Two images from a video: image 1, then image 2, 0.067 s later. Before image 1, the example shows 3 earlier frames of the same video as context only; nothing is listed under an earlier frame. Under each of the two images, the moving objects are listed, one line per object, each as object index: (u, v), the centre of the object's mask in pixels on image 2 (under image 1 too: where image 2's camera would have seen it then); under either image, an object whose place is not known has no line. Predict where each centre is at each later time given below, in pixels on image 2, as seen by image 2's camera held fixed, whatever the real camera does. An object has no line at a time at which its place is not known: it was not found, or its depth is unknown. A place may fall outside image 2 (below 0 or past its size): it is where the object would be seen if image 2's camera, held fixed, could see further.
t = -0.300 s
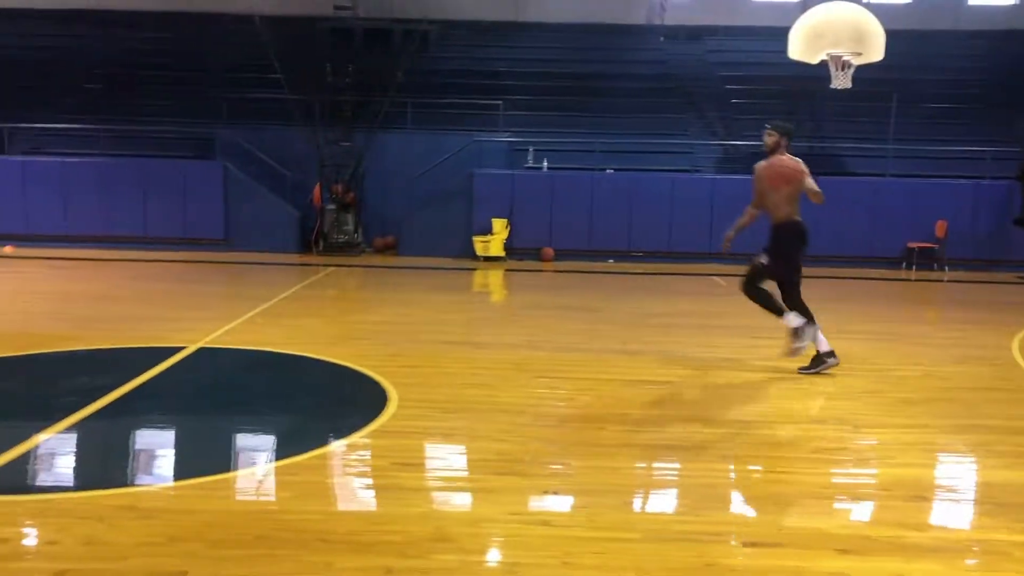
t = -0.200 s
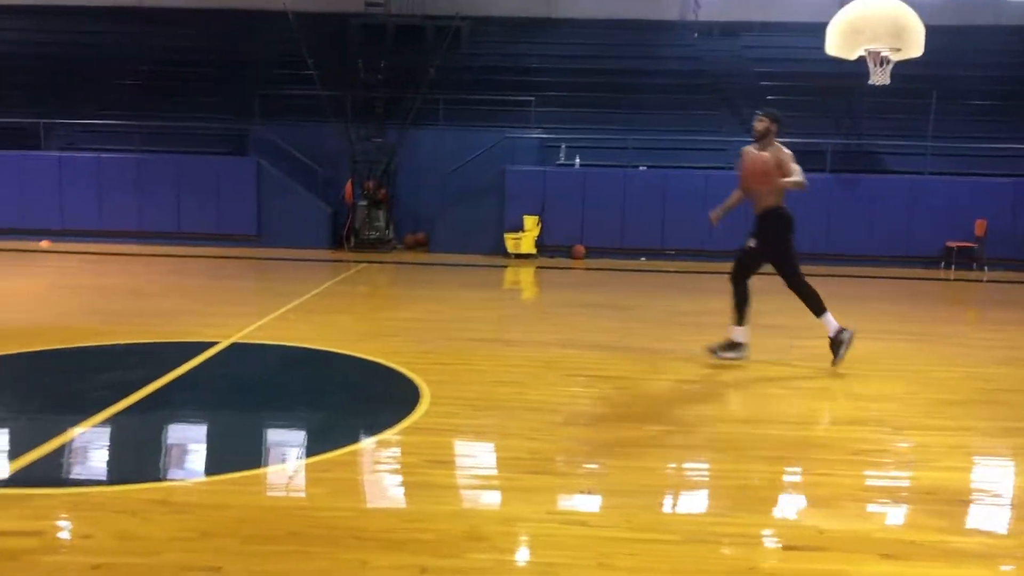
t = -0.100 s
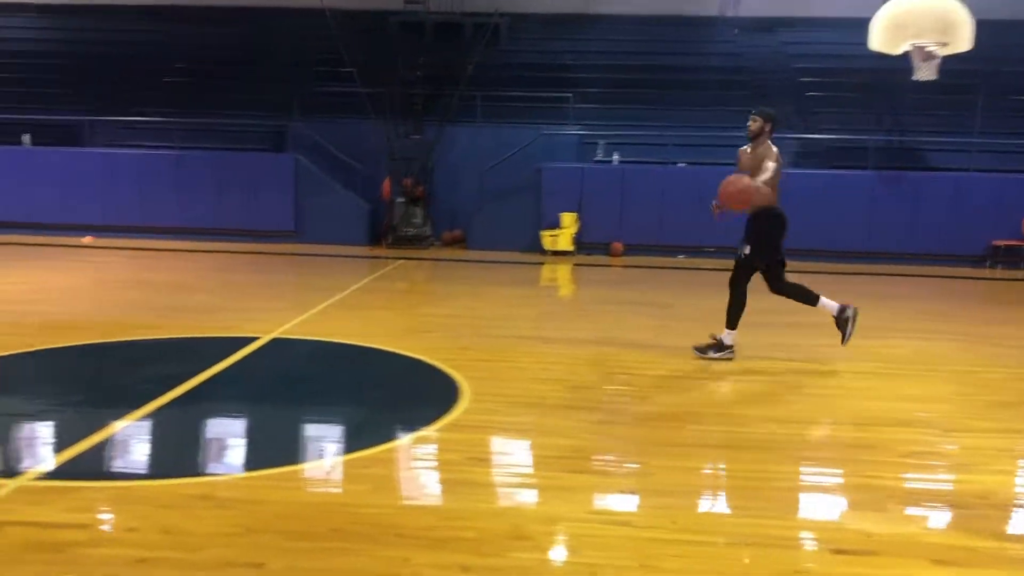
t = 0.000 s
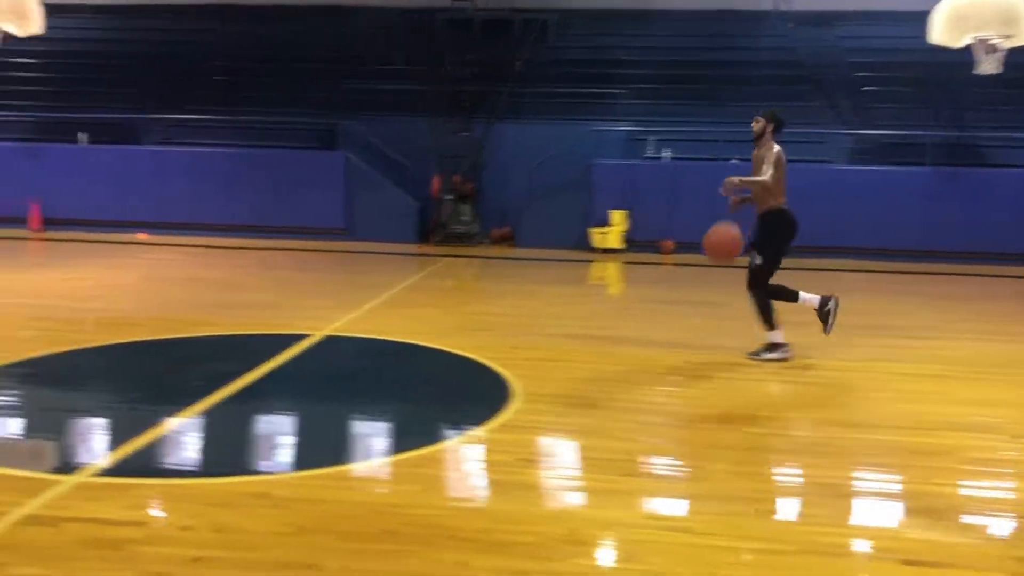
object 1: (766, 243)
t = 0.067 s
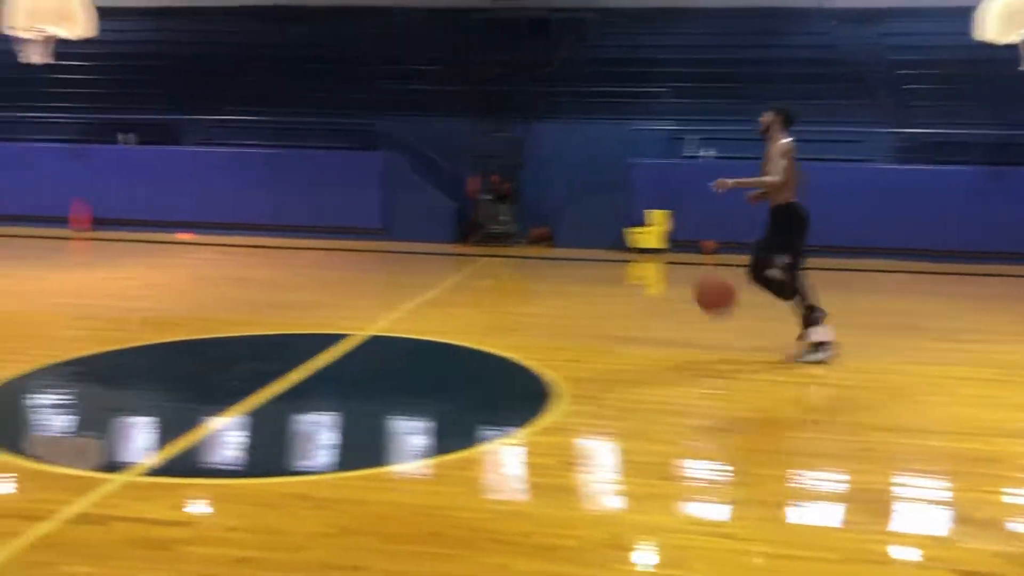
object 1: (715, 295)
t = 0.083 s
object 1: (702, 308)
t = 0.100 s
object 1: (689, 323)
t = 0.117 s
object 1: (675, 338)
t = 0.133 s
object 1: (660, 353)
